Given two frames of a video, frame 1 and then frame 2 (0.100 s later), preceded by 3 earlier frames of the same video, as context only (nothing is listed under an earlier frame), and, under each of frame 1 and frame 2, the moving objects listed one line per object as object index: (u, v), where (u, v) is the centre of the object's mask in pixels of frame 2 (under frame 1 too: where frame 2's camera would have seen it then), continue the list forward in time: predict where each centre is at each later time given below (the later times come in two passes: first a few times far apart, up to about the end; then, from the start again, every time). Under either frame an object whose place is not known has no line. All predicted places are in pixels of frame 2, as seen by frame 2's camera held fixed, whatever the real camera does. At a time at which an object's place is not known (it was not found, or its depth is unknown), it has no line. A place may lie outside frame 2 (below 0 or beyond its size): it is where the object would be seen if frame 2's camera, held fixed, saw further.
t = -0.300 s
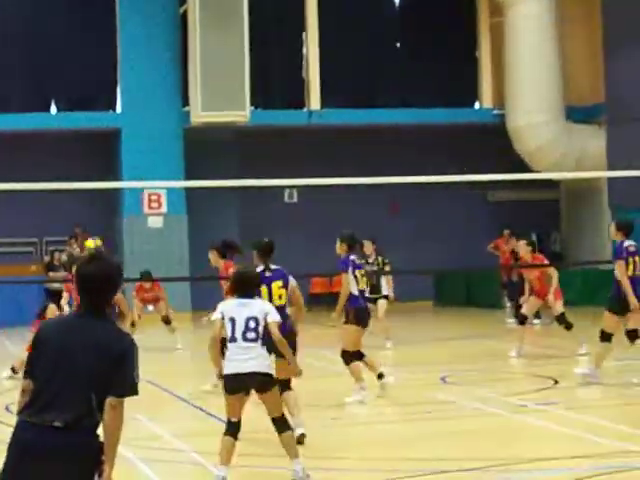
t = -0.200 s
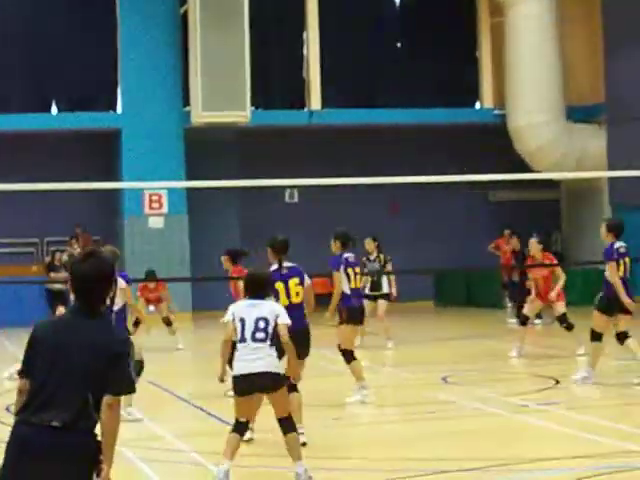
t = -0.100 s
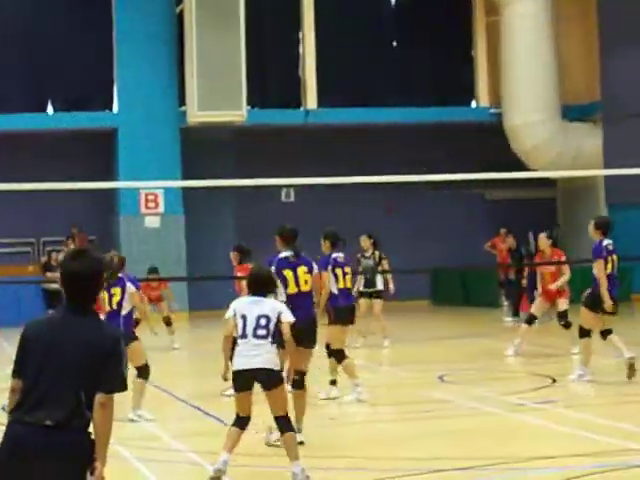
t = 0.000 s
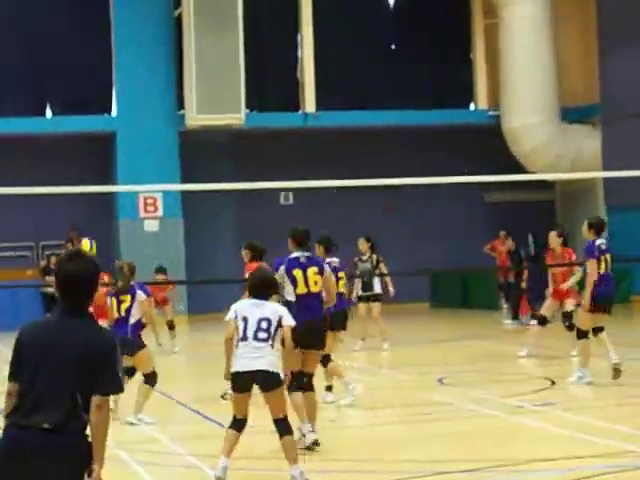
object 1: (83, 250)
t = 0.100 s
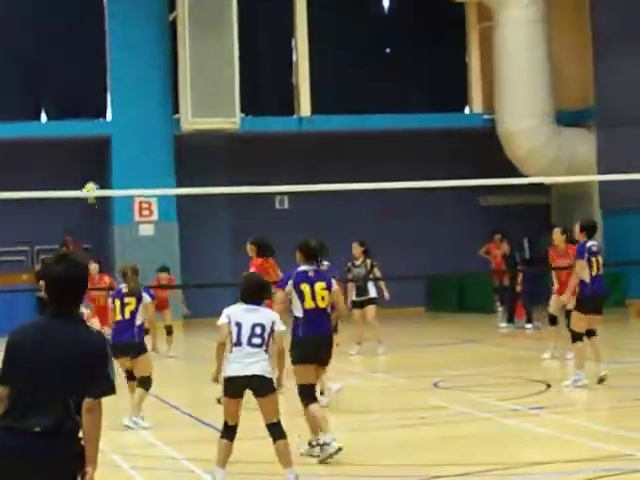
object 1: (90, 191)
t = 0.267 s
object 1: (106, 110)
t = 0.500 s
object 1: (126, 37)
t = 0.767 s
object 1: (153, 9)
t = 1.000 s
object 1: (176, 31)
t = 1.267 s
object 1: (206, 107)
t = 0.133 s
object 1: (93, 174)
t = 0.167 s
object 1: (97, 157)
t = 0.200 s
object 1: (100, 141)
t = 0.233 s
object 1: (103, 125)
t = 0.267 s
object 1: (106, 110)
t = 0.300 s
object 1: (109, 98)
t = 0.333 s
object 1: (112, 86)
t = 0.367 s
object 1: (115, 74)
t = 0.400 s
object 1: (118, 64)
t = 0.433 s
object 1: (121, 54)
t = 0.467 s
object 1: (124, 44)
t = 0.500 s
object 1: (126, 37)
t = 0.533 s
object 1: (130, 31)
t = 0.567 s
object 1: (134, 25)
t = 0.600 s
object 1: (137, 20)
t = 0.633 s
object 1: (140, 16)
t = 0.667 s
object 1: (143, 13)
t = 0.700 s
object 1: (146, 11)
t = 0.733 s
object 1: (149, 10)
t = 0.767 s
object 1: (153, 9)
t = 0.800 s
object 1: (157, 9)
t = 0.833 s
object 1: (160, 10)
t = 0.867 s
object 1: (164, 14)
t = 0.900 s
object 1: (166, 16)
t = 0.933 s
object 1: (169, 20)
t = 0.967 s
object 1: (173, 25)
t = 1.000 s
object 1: (176, 31)
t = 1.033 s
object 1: (180, 37)
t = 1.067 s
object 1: (184, 46)
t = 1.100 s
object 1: (188, 53)
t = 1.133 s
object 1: (191, 63)
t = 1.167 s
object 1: (195, 72)
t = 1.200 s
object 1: (199, 82)
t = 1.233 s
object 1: (202, 94)
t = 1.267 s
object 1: (206, 107)
